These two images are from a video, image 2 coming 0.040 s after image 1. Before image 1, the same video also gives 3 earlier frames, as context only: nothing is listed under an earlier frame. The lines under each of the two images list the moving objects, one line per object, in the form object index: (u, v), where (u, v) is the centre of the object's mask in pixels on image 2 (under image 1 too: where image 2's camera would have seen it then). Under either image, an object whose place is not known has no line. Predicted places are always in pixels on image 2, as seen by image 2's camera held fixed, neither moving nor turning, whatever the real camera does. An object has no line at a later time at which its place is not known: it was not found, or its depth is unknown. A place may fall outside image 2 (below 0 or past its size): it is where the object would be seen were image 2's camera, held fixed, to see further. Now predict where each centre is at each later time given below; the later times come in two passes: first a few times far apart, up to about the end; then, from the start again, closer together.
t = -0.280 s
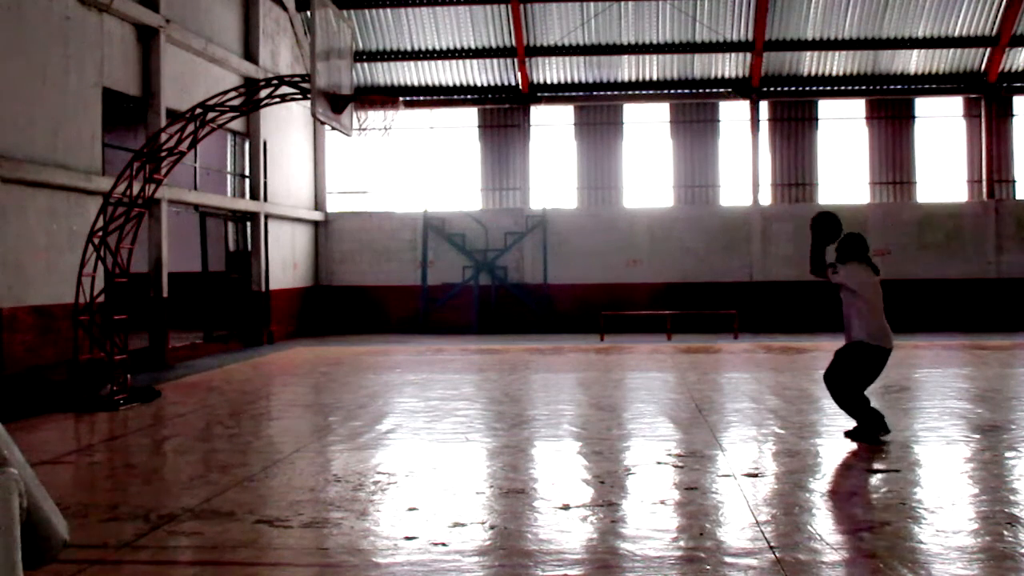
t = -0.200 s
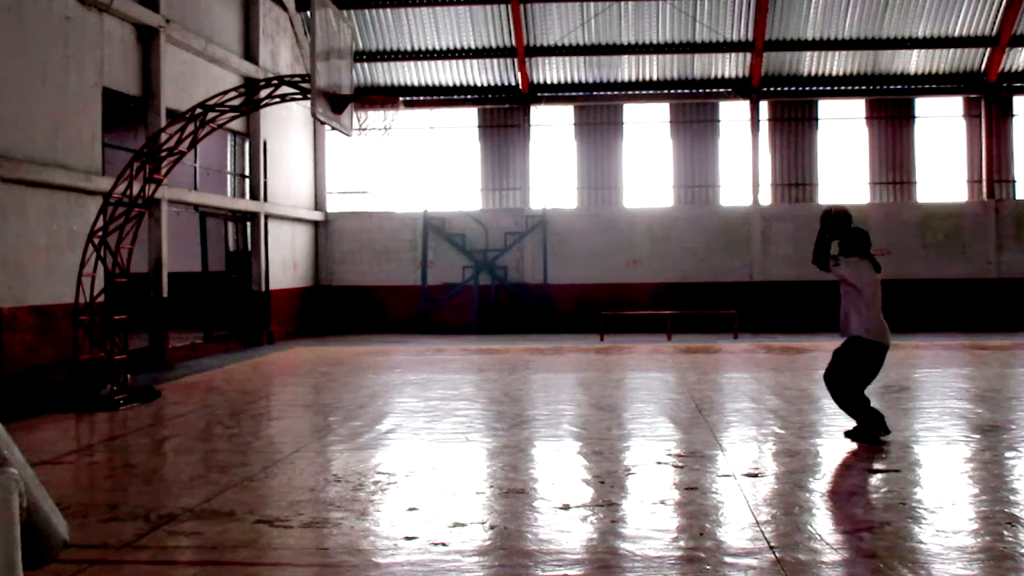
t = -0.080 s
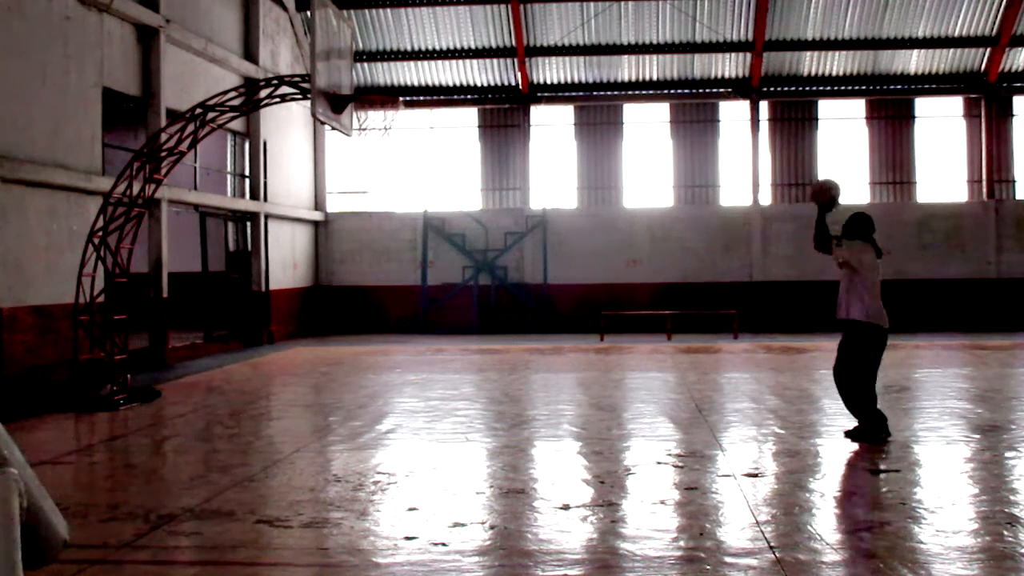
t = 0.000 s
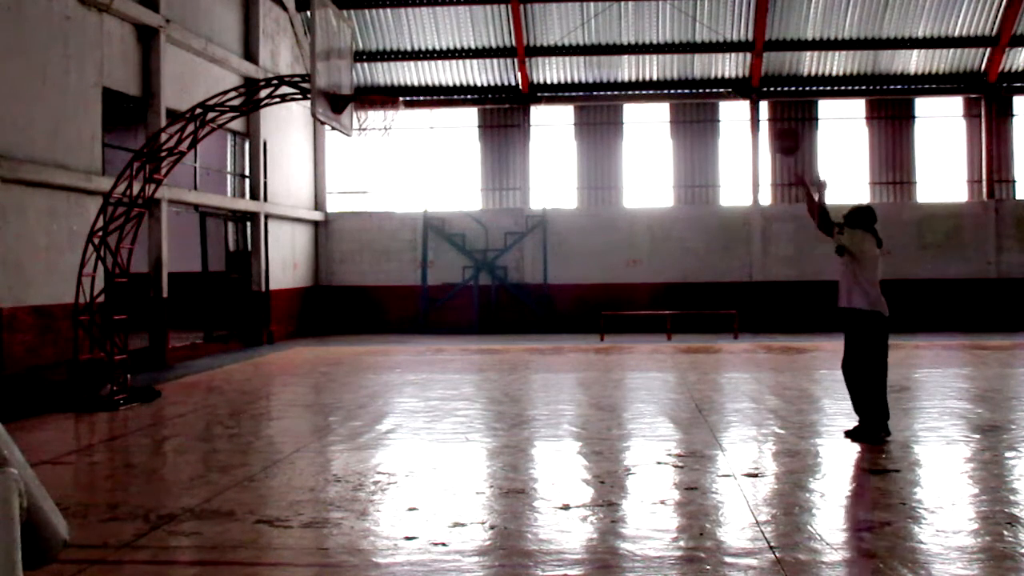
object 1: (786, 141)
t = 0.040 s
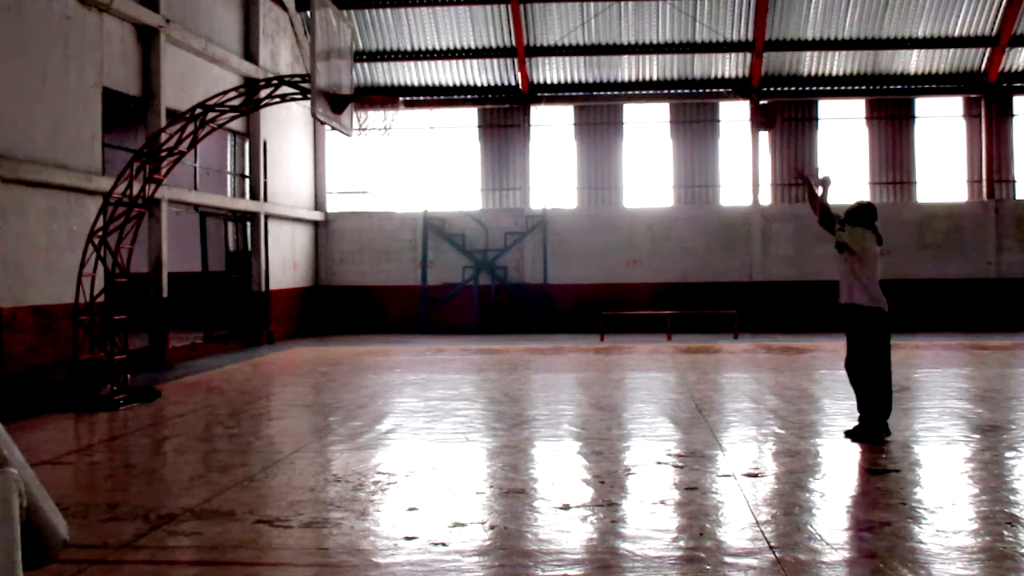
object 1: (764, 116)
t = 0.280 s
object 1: (636, 22)
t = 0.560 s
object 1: (512, 6)
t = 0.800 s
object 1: (422, 49)
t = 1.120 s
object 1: (392, 78)
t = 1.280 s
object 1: (430, 80)
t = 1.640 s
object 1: (519, 190)
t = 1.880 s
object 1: (583, 342)
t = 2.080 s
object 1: (619, 339)
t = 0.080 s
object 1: (741, 95)
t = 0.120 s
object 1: (719, 76)
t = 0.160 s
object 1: (697, 60)
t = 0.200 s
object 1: (677, 45)
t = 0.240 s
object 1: (656, 32)
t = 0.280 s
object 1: (636, 22)
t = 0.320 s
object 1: (617, 14)
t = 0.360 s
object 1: (598, 10)
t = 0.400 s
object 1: (580, 7)
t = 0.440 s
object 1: (562, 6)
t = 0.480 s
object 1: (544, 5)
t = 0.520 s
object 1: (528, 6)
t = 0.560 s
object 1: (512, 6)
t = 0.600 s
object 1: (496, 9)
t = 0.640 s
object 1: (480, 11)
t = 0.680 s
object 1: (465, 19)
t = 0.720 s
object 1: (450, 27)
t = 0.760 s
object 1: (436, 38)
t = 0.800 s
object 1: (422, 49)
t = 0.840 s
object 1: (408, 62)
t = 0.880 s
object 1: (394, 77)
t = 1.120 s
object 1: (392, 78)
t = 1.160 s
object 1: (402, 77)
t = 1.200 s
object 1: (411, 76)
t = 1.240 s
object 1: (421, 78)
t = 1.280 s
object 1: (430, 80)
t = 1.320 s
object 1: (440, 86)
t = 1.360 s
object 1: (450, 93)
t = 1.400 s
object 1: (460, 103)
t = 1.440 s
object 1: (469, 113)
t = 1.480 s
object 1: (480, 123)
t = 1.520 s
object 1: (490, 137)
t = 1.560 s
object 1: (500, 153)
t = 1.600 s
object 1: (510, 170)
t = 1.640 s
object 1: (519, 190)
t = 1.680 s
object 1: (531, 211)
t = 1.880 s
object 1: (583, 342)
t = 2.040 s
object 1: (614, 360)
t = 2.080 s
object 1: (619, 339)
